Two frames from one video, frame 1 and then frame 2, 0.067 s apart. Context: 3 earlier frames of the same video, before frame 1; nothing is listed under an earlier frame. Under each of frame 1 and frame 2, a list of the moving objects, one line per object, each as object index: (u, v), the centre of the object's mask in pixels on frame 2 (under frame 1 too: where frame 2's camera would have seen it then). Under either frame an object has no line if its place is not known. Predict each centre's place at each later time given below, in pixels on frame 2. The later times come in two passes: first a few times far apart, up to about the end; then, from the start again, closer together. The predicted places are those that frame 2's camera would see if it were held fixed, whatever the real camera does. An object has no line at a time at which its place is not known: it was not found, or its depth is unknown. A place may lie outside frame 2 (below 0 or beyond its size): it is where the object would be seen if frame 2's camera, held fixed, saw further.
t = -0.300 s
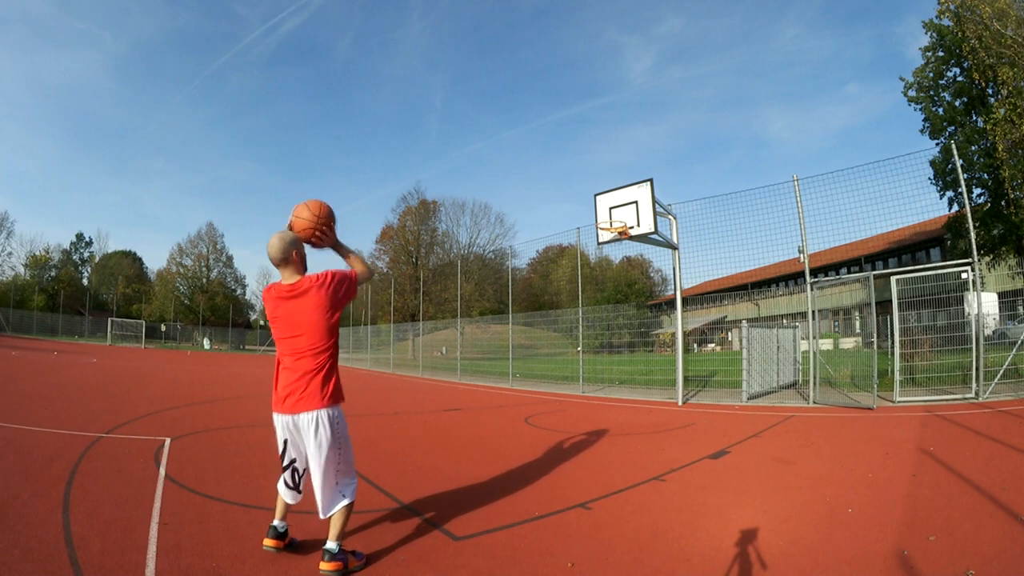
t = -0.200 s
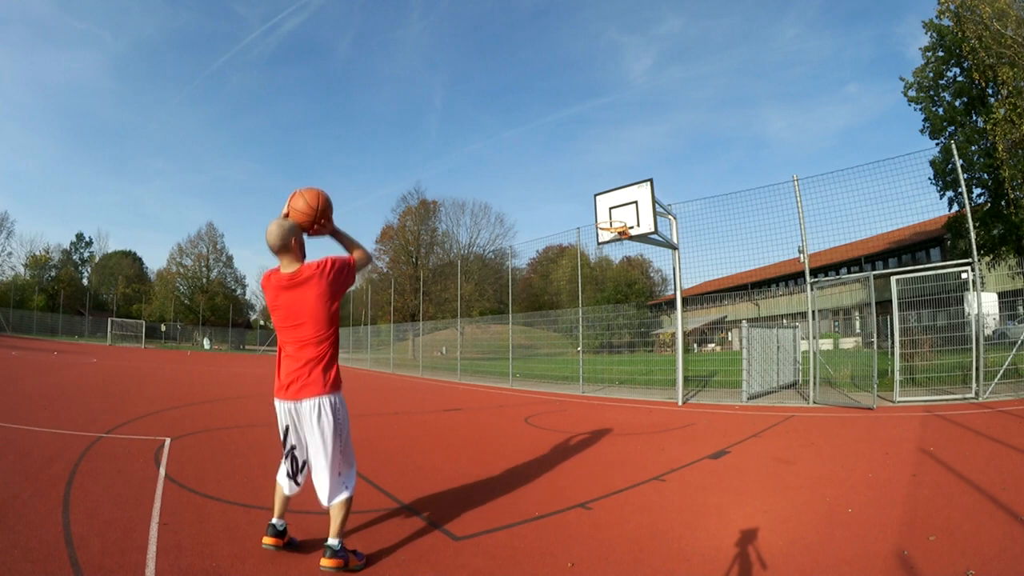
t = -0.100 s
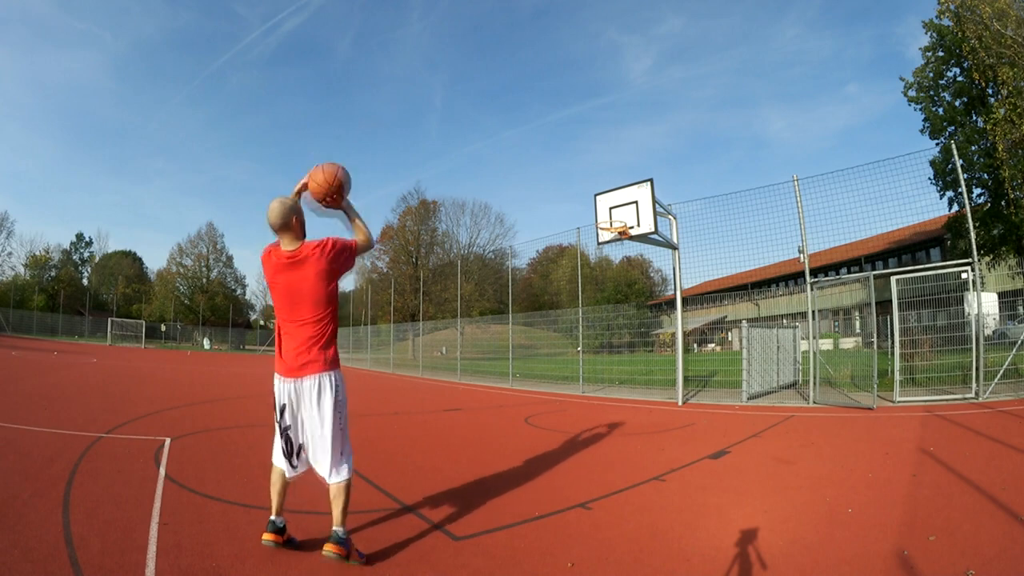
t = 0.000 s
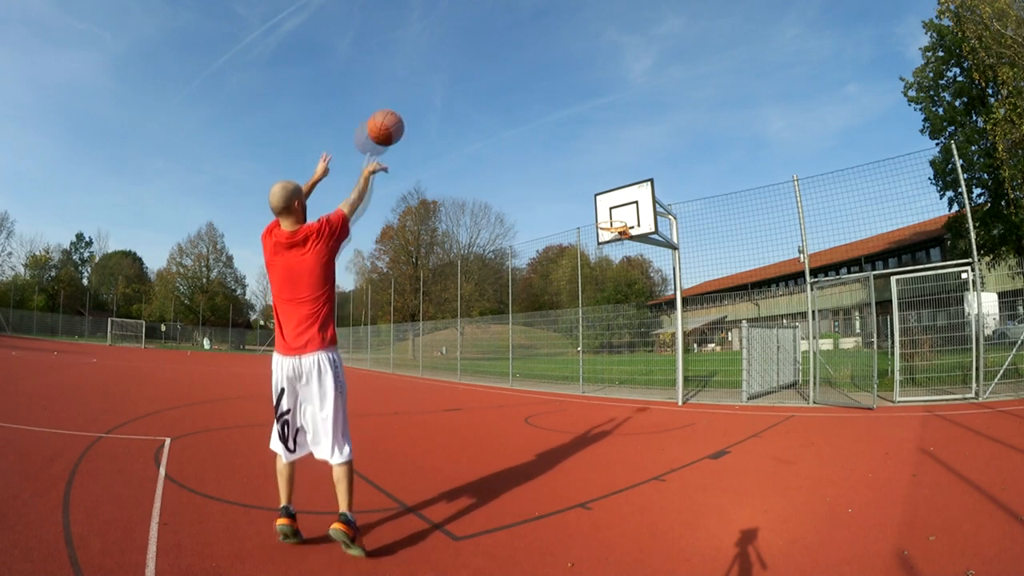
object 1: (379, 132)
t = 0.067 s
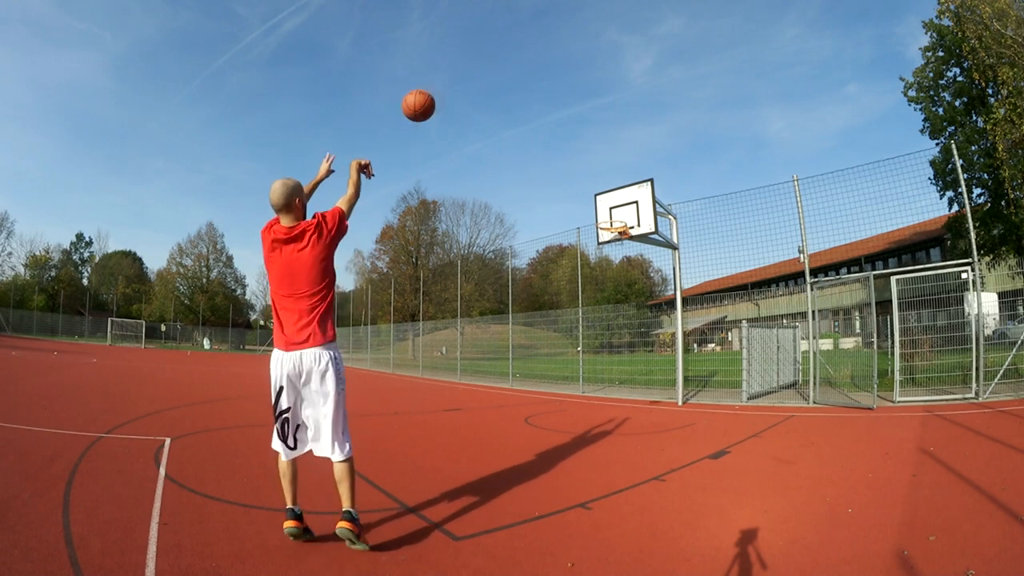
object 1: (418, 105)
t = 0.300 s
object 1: (501, 82)
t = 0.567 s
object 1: (553, 112)
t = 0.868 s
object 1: (593, 185)
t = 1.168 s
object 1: (601, 235)
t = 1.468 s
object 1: (614, 238)
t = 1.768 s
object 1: (633, 285)
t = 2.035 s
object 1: (649, 380)
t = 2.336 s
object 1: (660, 349)
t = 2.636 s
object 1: (669, 310)
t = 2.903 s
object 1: (677, 326)
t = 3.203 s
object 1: (685, 401)
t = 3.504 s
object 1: (694, 361)
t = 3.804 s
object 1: (702, 353)
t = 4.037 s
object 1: (708, 391)
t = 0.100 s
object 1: (432, 98)
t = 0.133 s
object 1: (448, 90)
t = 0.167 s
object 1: (460, 86)
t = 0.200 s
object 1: (471, 84)
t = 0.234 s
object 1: (483, 82)
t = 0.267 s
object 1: (492, 81)
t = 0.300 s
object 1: (501, 82)
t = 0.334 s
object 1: (509, 83)
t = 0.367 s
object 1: (516, 85)
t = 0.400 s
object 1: (524, 88)
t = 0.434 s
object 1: (530, 92)
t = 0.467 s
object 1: (536, 96)
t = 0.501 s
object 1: (542, 101)
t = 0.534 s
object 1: (548, 106)
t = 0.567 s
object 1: (553, 112)
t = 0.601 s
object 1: (558, 119)
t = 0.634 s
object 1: (563, 126)
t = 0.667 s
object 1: (568, 133)
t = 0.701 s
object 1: (573, 141)
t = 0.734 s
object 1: (577, 149)
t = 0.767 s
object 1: (581, 157)
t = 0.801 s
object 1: (585, 167)
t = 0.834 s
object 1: (590, 177)
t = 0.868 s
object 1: (593, 185)
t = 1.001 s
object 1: (606, 229)
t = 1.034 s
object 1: (608, 236)
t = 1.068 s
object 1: (607, 237)
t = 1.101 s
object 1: (605, 238)
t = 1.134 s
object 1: (603, 236)
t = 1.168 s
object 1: (601, 235)
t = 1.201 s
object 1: (600, 235)
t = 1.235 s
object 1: (601, 235)
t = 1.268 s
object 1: (602, 234)
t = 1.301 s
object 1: (604, 235)
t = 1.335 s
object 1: (606, 235)
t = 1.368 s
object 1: (607, 235)
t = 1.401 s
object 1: (610, 235)
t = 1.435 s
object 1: (612, 236)
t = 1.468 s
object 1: (614, 238)
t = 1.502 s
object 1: (617, 241)
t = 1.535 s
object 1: (619, 244)
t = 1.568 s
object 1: (621, 247)
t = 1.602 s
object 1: (623, 252)
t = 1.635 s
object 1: (625, 257)
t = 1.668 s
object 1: (627, 263)
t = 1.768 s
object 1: (633, 285)
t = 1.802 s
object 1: (636, 295)
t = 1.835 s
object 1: (638, 303)
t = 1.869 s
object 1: (640, 315)
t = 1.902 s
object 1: (642, 328)
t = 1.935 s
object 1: (644, 339)
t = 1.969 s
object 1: (646, 350)
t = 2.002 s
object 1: (648, 366)
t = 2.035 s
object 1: (649, 380)
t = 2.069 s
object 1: (651, 393)
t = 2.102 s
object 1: (655, 411)
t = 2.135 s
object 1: (655, 407)
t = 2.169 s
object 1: (655, 395)
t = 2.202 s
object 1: (657, 383)
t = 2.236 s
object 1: (658, 374)
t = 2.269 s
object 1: (658, 366)
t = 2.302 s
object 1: (660, 356)
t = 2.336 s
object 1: (660, 349)
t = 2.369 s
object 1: (661, 341)
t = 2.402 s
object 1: (662, 334)
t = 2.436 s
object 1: (664, 329)
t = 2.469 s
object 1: (664, 324)
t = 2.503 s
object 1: (665, 319)
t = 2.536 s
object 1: (666, 316)
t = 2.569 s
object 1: (667, 313)
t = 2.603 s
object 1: (668, 311)
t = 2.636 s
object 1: (669, 310)
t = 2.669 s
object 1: (669, 309)
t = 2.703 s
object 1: (670, 309)
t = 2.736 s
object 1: (672, 310)
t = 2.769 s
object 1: (673, 312)
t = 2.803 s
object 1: (674, 314)
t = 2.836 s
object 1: (674, 316)
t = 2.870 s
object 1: (676, 320)
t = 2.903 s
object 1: (677, 326)
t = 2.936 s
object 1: (678, 332)
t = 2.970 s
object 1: (679, 337)
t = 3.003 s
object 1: (680, 343)
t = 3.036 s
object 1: (682, 351)
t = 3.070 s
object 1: (682, 359)
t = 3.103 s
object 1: (683, 369)
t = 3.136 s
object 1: (684, 379)
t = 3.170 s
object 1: (684, 388)
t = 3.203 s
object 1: (685, 401)
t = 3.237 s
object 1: (686, 412)
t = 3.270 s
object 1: (688, 410)
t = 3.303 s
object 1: (688, 399)
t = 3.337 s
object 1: (690, 390)
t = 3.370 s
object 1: (690, 383)
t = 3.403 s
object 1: (691, 376)
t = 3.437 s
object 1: (692, 370)
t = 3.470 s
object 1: (693, 365)
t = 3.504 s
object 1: (694, 361)
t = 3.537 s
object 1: (695, 356)
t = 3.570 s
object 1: (696, 353)
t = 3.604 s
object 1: (696, 351)
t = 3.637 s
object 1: (697, 350)
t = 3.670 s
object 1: (698, 349)
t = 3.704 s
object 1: (699, 349)
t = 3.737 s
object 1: (700, 350)
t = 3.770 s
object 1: (701, 351)
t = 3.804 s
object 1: (702, 353)
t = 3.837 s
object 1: (703, 356)
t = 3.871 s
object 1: (703, 359)
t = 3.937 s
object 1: (705, 369)
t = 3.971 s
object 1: (706, 375)
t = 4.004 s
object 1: (707, 383)
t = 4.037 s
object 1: (708, 391)
